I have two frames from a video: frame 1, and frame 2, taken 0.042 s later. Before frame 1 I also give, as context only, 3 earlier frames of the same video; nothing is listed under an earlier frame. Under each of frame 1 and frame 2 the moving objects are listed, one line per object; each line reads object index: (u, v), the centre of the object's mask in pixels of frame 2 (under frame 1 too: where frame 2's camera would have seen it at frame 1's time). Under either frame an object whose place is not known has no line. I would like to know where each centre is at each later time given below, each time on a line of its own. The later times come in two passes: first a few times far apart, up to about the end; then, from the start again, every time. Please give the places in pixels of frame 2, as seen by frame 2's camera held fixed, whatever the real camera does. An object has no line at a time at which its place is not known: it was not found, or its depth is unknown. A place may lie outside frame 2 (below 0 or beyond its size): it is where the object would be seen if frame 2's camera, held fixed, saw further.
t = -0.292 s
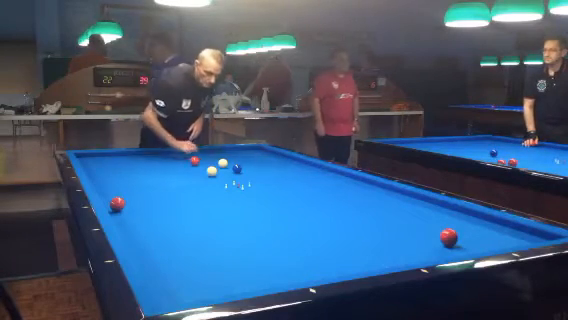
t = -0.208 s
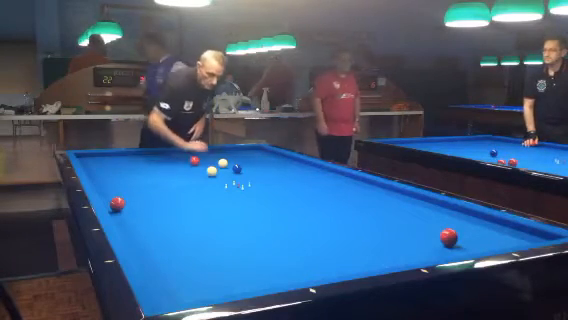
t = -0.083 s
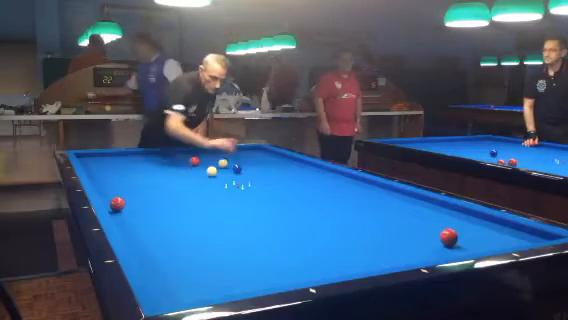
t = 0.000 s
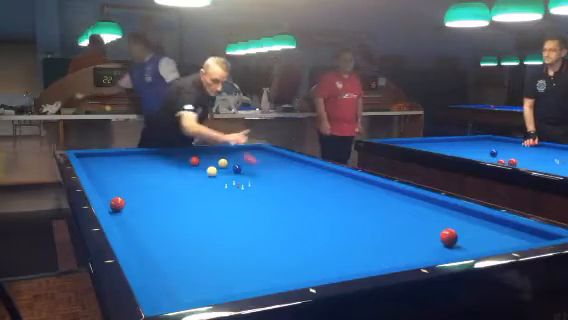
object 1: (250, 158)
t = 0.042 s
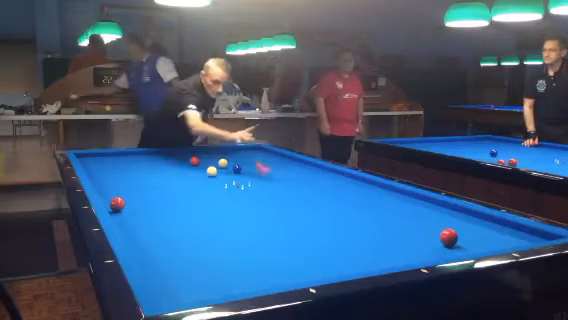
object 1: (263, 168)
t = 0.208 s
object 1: (313, 177)
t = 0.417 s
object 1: (396, 200)
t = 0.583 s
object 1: (484, 224)
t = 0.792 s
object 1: (505, 224)
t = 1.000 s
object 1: (444, 205)
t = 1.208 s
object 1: (400, 194)
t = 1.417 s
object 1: (366, 185)
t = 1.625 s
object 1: (339, 177)
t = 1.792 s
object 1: (319, 172)
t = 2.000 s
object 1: (297, 166)
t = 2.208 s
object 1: (277, 161)
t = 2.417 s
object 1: (261, 156)
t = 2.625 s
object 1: (245, 153)
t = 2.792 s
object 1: (234, 149)
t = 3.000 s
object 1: (227, 148)
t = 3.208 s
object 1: (228, 150)
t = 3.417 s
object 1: (228, 154)
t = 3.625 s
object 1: (228, 155)
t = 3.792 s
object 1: (228, 157)
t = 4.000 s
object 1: (229, 159)
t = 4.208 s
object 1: (232, 162)
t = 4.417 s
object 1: (240, 162)
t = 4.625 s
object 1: (246, 165)
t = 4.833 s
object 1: (252, 167)
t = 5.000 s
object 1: (259, 168)
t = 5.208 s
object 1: (265, 170)
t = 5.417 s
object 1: (272, 172)
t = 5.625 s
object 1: (279, 173)
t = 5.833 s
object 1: (285, 174)
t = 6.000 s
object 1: (291, 176)
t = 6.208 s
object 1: (298, 178)
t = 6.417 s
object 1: (304, 179)
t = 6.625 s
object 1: (311, 181)
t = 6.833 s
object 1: (317, 182)
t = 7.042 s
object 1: (324, 184)
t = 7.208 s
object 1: (329, 184)
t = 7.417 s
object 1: (336, 186)
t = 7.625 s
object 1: (342, 188)
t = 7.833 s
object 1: (348, 189)
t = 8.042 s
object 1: (354, 191)
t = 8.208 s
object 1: (358, 192)
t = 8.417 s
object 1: (365, 193)
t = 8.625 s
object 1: (370, 194)
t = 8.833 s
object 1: (376, 195)
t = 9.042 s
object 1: (381, 197)
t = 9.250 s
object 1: (386, 198)
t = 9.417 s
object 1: (390, 199)
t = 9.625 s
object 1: (395, 200)
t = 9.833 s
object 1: (399, 201)
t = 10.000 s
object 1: (402, 202)
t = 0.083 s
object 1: (274, 168)
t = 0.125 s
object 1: (286, 168)
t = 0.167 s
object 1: (299, 171)
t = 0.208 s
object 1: (313, 177)
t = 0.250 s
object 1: (328, 185)
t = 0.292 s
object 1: (344, 186)
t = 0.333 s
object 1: (360, 190)
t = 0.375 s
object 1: (377, 197)
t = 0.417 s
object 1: (396, 200)
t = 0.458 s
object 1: (416, 207)
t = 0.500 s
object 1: (438, 212)
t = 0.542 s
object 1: (460, 217)
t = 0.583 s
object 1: (484, 224)
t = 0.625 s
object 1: (511, 230)
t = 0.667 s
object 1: (536, 235)
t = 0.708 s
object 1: (533, 234)
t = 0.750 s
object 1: (519, 229)
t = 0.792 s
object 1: (505, 224)
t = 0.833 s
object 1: (492, 219)
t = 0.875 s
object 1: (481, 215)
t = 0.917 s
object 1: (468, 211)
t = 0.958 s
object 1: (456, 208)
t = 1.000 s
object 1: (444, 205)
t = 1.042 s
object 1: (434, 202)
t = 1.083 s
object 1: (424, 200)
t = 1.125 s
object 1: (415, 198)
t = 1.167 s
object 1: (408, 196)
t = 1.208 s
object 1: (400, 194)
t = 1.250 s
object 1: (393, 192)
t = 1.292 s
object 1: (386, 190)
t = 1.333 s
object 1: (380, 188)
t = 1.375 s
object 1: (374, 186)
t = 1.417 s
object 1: (366, 185)
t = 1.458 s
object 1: (361, 183)
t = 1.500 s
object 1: (355, 181)
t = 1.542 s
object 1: (349, 180)
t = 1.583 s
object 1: (344, 179)
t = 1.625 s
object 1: (339, 177)
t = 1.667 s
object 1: (333, 176)
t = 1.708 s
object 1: (329, 175)
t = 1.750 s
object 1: (323, 173)
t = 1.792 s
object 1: (319, 172)
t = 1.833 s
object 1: (314, 171)
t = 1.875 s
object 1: (310, 170)
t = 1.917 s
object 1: (305, 168)
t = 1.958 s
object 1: (301, 167)
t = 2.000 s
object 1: (297, 166)
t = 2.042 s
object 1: (292, 165)
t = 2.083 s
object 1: (289, 164)
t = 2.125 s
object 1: (285, 163)
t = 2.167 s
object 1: (281, 162)
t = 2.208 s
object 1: (277, 161)
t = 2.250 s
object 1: (274, 159)
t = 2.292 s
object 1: (271, 159)
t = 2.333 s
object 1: (267, 158)
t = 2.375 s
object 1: (264, 157)
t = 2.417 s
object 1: (261, 156)
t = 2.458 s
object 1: (257, 156)
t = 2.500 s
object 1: (254, 155)
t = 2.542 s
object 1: (252, 154)
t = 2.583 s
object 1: (248, 153)
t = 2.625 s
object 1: (245, 153)
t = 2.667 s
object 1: (243, 152)
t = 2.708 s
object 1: (240, 151)
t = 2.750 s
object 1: (237, 149)
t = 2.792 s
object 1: (234, 149)
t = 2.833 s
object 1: (232, 148)
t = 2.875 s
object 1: (229, 148)
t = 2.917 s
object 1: (227, 148)
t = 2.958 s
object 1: (227, 148)
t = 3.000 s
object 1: (227, 148)
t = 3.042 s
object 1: (227, 148)
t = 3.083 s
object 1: (227, 148)
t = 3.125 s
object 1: (228, 149)
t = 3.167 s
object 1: (228, 151)
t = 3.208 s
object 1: (228, 150)
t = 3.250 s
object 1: (228, 151)
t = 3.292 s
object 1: (228, 152)
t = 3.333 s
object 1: (228, 152)
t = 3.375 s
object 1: (228, 153)
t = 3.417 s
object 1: (228, 154)
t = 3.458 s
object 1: (228, 154)
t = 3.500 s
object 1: (228, 154)
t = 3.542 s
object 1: (228, 154)
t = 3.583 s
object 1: (228, 155)
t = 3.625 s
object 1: (228, 155)
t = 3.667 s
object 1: (228, 156)
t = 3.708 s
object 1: (228, 156)
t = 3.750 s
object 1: (228, 156)
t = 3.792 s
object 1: (228, 157)
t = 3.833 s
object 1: (228, 157)
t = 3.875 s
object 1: (228, 157)
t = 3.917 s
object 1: (229, 159)
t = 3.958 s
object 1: (229, 159)
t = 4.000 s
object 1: (229, 159)
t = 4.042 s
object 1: (229, 160)
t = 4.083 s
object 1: (229, 160)
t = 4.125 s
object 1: (230, 161)
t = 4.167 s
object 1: (231, 162)
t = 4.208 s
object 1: (232, 162)
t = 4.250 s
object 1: (234, 161)
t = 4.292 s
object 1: (235, 161)
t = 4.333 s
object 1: (235, 161)
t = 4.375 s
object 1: (237, 162)
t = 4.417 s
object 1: (240, 162)
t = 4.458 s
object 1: (242, 163)
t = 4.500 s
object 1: (243, 164)
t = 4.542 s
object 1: (244, 164)
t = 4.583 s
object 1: (245, 164)
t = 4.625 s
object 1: (246, 165)
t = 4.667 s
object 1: (248, 166)
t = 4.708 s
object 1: (249, 166)
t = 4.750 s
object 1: (250, 166)
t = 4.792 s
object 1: (251, 167)
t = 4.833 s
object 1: (252, 167)
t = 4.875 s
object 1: (254, 167)
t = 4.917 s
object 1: (255, 168)
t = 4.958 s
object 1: (257, 168)
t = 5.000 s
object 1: (259, 168)
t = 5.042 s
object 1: (260, 168)
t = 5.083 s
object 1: (261, 169)
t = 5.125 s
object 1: (263, 169)
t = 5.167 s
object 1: (264, 170)
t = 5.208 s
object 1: (265, 170)
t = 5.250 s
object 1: (266, 170)
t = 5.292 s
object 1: (268, 171)
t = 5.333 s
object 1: (269, 171)
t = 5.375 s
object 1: (271, 171)
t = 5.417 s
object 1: (272, 172)
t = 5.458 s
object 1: (273, 172)
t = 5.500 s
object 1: (275, 173)
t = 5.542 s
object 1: (276, 172)
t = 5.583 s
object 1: (278, 173)
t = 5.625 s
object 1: (279, 173)
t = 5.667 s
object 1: (280, 174)
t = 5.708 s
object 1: (281, 174)
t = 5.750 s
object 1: (283, 174)
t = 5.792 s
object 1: (284, 174)
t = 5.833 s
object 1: (285, 174)
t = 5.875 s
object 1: (287, 175)
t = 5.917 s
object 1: (288, 175)
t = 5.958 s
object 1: (289, 175)
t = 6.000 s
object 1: (291, 176)
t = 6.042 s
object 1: (292, 176)
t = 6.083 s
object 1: (293, 176)
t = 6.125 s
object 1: (295, 177)
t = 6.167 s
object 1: (296, 177)
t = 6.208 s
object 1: (298, 178)
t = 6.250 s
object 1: (299, 178)
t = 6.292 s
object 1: (300, 178)
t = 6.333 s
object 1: (301, 178)
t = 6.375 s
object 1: (303, 179)
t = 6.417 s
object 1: (304, 179)
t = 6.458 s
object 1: (306, 179)
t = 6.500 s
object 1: (306, 179)
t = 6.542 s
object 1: (308, 180)
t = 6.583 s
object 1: (309, 180)
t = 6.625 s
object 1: (311, 181)
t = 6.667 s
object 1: (312, 181)
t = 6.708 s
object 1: (313, 181)
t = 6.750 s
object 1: (315, 181)
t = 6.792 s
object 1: (315, 182)
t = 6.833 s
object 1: (317, 182)
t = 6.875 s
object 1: (318, 182)
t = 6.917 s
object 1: (319, 183)
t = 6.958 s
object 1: (322, 183)
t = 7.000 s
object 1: (322, 183)
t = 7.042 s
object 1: (324, 184)
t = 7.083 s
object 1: (325, 184)
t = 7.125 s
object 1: (326, 184)
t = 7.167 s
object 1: (328, 184)
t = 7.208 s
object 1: (329, 184)
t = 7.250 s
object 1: (331, 185)
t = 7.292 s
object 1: (332, 185)
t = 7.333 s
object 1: (333, 186)
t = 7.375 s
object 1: (334, 186)
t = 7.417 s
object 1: (336, 186)
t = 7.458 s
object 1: (337, 187)
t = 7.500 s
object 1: (338, 187)
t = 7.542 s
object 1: (339, 187)
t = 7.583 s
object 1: (341, 188)
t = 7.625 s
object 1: (342, 188)
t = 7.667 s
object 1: (342, 188)
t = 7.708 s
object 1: (344, 189)
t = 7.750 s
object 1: (346, 189)
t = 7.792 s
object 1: (347, 189)
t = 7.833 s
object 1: (348, 189)
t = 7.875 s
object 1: (349, 190)
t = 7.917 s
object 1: (350, 190)
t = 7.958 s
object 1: (352, 190)
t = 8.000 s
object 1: (353, 190)
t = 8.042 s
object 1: (354, 191)
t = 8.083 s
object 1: (355, 191)
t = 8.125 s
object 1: (356, 191)
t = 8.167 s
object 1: (357, 192)
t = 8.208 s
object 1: (358, 192)
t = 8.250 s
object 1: (360, 192)
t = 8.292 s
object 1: (361, 193)
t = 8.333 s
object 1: (362, 193)
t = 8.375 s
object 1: (364, 193)
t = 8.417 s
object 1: (365, 193)
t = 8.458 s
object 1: (366, 193)
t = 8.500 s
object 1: (367, 194)
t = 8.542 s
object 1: (367, 194)
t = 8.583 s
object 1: (369, 194)
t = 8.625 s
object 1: (370, 194)
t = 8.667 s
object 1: (371, 195)
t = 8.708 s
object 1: (372, 195)
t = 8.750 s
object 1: (374, 195)
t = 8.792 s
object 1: (375, 195)
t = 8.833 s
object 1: (376, 195)
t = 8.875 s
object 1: (377, 196)
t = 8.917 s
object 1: (378, 197)
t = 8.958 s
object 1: (379, 197)
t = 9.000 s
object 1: (380, 197)
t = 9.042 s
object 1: (381, 197)
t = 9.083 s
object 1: (382, 197)
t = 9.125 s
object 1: (383, 197)
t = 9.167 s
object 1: (384, 197)
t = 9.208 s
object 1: (385, 198)
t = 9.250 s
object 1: (386, 198)
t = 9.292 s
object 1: (387, 198)
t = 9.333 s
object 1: (388, 199)
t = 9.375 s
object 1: (390, 199)
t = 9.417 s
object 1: (390, 199)
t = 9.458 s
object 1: (391, 199)
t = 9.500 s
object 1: (392, 199)
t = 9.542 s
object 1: (393, 200)
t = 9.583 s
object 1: (394, 200)
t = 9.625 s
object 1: (395, 200)
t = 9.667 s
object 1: (396, 200)
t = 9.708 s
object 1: (397, 200)
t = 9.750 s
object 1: (398, 201)
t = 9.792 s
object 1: (398, 201)
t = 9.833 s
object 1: (399, 201)
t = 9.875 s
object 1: (400, 201)
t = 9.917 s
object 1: (401, 201)
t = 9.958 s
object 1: (402, 201)
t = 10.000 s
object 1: (402, 202)
